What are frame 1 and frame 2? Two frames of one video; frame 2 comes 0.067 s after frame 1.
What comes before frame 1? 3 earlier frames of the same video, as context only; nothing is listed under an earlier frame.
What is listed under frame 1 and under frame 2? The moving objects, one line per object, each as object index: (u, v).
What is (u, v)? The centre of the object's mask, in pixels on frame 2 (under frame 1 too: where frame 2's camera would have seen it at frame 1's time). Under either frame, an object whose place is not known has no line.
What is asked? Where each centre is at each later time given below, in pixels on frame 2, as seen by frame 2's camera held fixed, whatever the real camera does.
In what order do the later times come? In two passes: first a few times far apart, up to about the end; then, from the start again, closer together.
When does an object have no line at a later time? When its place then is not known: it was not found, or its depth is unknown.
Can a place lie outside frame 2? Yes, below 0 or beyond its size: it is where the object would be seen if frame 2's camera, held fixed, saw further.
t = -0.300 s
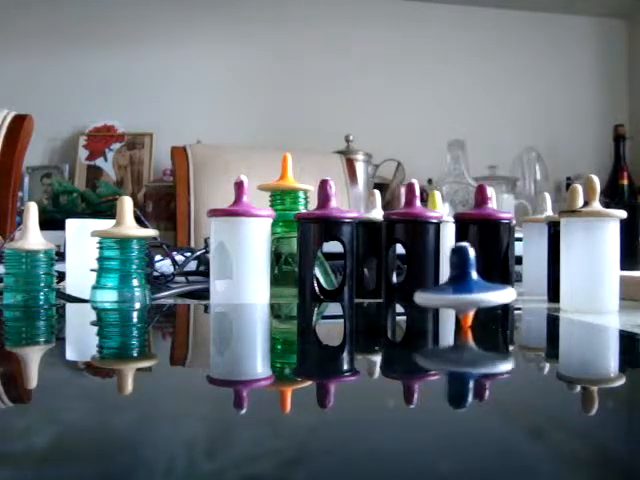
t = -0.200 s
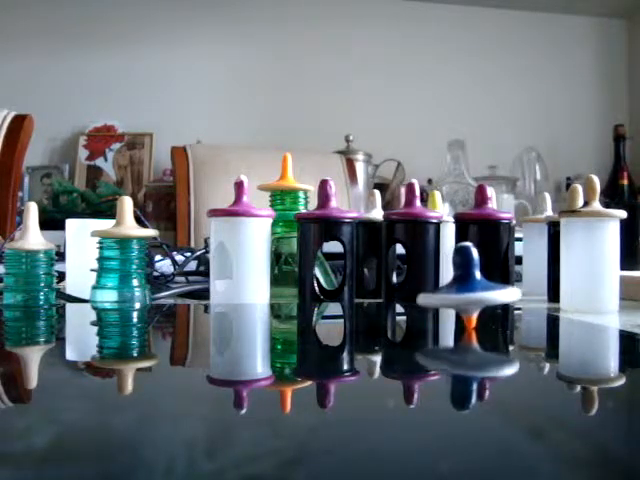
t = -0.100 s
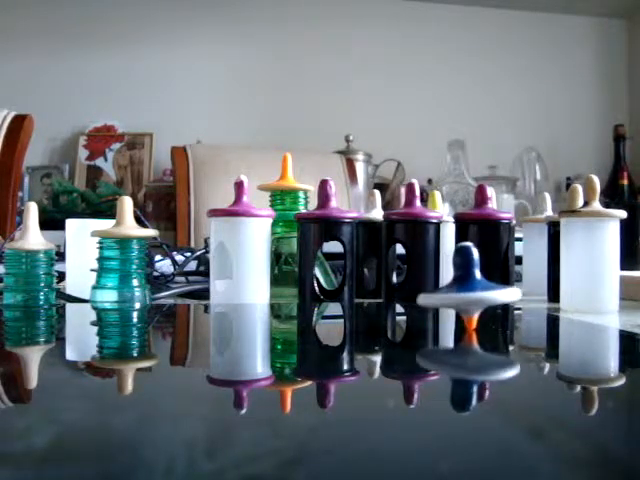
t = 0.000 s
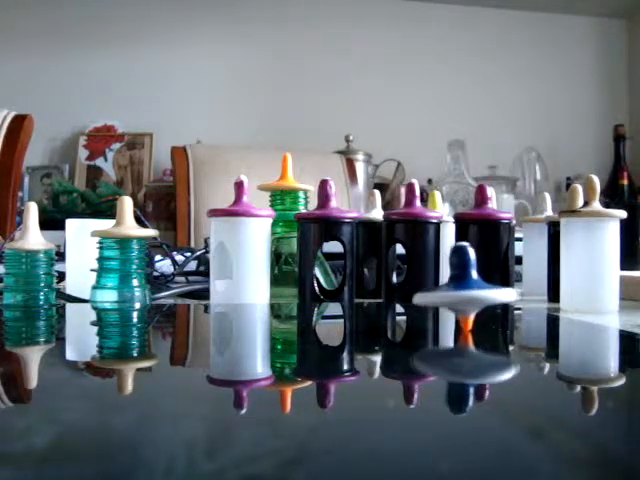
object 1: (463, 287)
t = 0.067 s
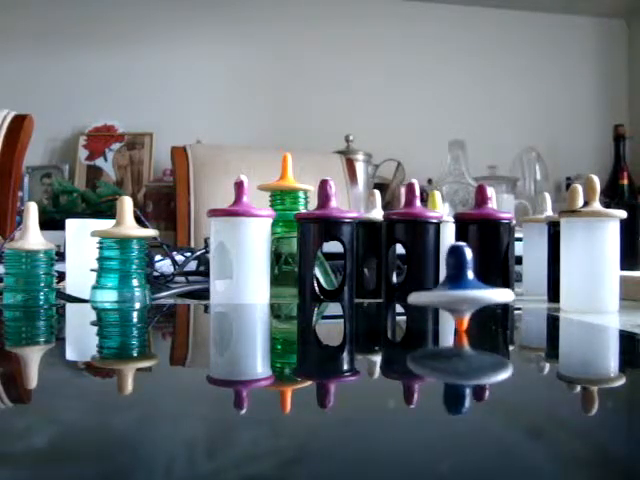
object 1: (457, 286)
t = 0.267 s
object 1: (442, 286)
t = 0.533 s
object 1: (435, 285)
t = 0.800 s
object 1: (450, 285)
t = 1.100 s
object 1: (468, 285)
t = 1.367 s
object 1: (461, 287)
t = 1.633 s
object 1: (441, 287)
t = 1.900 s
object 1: (438, 289)
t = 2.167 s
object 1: (457, 286)
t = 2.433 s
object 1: (467, 288)
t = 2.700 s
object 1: (455, 288)
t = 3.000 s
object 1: (439, 286)
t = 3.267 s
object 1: (449, 286)
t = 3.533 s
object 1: (465, 285)
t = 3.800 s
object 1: (463, 286)
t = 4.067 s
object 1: (446, 291)
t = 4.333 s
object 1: (445, 287)
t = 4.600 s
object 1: (459, 286)
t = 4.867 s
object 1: (464, 286)
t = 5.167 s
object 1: (451, 286)
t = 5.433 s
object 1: (445, 287)
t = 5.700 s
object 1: (457, 286)
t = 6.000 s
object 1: (463, 287)
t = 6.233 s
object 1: (453, 287)
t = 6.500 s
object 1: (447, 287)
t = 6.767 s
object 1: (458, 286)
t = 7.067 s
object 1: (463, 285)
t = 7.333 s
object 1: (453, 286)
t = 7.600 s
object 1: (450, 286)
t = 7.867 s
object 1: (460, 286)
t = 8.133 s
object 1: (463, 286)
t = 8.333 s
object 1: (456, 287)
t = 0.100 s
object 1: (456, 287)
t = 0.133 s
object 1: (455, 287)
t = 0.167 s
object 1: (451, 287)
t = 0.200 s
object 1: (448, 287)
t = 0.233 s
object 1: (442, 287)
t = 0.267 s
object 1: (442, 286)
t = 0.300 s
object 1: (440, 285)
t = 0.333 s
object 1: (439, 284)
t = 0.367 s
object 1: (437, 285)
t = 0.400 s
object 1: (436, 287)
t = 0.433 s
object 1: (436, 287)
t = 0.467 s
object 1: (436, 285)
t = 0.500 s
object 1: (435, 285)
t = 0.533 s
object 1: (435, 285)
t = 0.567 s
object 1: (436, 285)
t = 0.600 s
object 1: (437, 285)
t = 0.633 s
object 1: (439, 286)
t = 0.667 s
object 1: (440, 286)
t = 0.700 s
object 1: (442, 286)
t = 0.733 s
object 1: (444, 286)
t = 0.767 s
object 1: (447, 287)
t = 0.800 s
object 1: (450, 285)
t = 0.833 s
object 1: (452, 285)
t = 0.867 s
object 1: (456, 285)
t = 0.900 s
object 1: (458, 285)
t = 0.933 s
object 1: (460, 285)
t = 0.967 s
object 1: (462, 285)
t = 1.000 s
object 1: (464, 285)
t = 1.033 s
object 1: (466, 285)
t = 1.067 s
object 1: (468, 285)
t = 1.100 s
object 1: (468, 285)
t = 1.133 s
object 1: (469, 286)
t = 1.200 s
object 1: (469, 286)
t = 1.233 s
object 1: (468, 286)
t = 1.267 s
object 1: (467, 286)
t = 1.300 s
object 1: (465, 287)
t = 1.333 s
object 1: (463, 287)
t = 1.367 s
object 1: (461, 287)
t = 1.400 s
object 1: (459, 286)
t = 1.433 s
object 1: (456, 286)
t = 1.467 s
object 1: (454, 286)
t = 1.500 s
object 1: (451, 287)
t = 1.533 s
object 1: (448, 288)
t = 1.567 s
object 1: (445, 290)
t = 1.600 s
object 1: (443, 290)
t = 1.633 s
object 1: (441, 287)
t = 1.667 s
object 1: (439, 286)
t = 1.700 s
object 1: (438, 288)
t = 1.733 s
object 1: (438, 285)
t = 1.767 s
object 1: (437, 286)
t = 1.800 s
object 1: (437, 288)
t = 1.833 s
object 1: (437, 288)
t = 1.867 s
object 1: (437, 289)
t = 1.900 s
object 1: (438, 289)
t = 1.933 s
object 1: (439, 289)
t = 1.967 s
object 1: (442, 290)
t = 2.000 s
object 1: (445, 288)
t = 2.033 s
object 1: (447, 287)
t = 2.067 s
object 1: (449, 286)
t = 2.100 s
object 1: (452, 286)
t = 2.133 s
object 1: (454, 286)
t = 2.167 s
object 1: (457, 286)
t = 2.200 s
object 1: (459, 285)
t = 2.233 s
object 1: (462, 285)
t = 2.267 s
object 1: (463, 285)
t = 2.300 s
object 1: (464, 285)
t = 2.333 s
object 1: (465, 285)
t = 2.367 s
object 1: (467, 285)
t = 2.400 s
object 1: (467, 288)
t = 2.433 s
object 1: (467, 288)
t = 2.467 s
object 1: (467, 288)
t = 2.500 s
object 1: (466, 288)
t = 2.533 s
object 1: (465, 289)
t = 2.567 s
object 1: (464, 288)
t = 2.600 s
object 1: (462, 288)
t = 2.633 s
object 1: (459, 287)
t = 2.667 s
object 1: (457, 288)
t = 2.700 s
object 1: (455, 288)
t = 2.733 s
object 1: (453, 288)
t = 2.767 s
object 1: (451, 289)
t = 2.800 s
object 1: (448, 292)
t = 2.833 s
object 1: (446, 287)
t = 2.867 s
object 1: (444, 286)
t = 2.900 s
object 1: (442, 286)
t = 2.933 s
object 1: (441, 287)
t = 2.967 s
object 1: (440, 287)
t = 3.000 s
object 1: (439, 286)
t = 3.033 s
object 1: (439, 287)
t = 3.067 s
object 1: (440, 286)
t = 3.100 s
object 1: (441, 287)
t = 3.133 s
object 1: (441, 287)
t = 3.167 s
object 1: (442, 286)
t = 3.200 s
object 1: (444, 286)
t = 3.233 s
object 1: (446, 287)
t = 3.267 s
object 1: (449, 286)
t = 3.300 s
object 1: (450, 285)
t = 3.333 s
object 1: (453, 286)
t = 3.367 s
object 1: (456, 285)
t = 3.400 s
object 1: (458, 286)
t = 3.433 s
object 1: (461, 286)
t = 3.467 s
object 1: (462, 285)
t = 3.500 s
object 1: (464, 285)
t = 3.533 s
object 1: (465, 285)
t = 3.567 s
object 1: (466, 285)
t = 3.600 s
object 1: (466, 285)
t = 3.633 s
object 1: (467, 285)
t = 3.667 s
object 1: (467, 285)
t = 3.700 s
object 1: (466, 285)
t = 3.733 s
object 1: (466, 286)
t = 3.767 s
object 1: (464, 285)
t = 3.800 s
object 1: (463, 286)
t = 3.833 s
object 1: (460, 286)
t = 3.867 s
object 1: (459, 285)
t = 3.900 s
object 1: (457, 285)
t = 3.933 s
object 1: (454, 287)
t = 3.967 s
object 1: (453, 287)
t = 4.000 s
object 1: (451, 289)
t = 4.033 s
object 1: (449, 292)
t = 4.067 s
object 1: (446, 291)
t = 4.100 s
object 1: (444, 290)
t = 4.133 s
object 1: (444, 287)
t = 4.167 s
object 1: (443, 287)
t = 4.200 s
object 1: (443, 287)
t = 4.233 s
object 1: (442, 287)
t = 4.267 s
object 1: (443, 287)
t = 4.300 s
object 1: (443, 287)
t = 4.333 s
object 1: (445, 287)
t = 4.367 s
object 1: (445, 287)
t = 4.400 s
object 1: (447, 286)
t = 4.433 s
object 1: (448, 286)
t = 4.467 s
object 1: (451, 287)
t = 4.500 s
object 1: (452, 286)
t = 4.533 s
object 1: (455, 286)
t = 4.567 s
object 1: (457, 286)
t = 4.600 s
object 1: (459, 286)
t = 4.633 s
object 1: (461, 286)
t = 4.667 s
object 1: (462, 286)
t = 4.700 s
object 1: (463, 286)
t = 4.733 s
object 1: (464, 286)
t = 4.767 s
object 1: (465, 286)
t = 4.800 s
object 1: (465, 285)
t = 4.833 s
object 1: (465, 286)
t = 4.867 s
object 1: (464, 286)
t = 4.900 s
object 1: (464, 286)
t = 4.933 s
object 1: (463, 287)
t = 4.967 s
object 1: (461, 287)
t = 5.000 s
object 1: (459, 287)
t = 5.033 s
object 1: (458, 287)
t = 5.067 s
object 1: (456, 287)
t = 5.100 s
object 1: (454, 286)
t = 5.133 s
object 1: (452, 286)
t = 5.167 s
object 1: (451, 286)
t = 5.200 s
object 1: (449, 286)
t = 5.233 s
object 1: (448, 286)
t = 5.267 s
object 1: (446, 287)
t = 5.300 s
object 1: (446, 287)
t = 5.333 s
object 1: (445, 287)
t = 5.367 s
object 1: (445, 286)
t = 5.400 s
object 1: (445, 286)
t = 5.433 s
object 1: (445, 287)
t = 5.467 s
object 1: (446, 287)
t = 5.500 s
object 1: (447, 286)
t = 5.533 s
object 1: (448, 286)
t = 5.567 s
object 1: (449, 286)
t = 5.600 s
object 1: (452, 286)
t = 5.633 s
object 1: (453, 286)
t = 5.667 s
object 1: (455, 286)
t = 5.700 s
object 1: (457, 286)
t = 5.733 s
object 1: (459, 286)
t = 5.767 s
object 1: (461, 286)
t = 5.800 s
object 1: (462, 286)
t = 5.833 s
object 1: (463, 286)
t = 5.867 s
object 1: (463, 286)
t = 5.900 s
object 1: (464, 285)
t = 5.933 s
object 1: (464, 286)
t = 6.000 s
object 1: (463, 287)
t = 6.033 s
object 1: (462, 286)
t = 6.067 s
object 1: (461, 287)
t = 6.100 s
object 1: (460, 287)
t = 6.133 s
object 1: (458, 288)
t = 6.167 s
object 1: (457, 286)
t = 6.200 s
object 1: (455, 286)
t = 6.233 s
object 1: (453, 287)
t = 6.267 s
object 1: (452, 286)
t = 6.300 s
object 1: (451, 288)
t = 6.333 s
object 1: (449, 288)
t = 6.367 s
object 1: (448, 288)
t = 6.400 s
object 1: (448, 289)
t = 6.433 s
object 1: (447, 291)
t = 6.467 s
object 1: (447, 286)
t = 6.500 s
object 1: (447, 287)
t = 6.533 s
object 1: (448, 287)
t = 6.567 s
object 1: (448, 286)
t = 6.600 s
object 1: (449, 286)
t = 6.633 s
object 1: (451, 287)
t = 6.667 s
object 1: (453, 286)
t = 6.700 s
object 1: (454, 286)
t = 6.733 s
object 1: (456, 286)
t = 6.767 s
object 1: (458, 286)
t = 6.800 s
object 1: (459, 286)
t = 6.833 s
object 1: (460, 286)
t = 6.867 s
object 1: (461, 286)
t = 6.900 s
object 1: (462, 286)
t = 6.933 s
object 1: (463, 285)
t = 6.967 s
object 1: (464, 285)
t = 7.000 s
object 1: (464, 285)
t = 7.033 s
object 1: (464, 285)
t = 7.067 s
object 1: (463, 285)
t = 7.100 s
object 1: (462, 285)
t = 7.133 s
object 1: (462, 286)
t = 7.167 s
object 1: (460, 286)
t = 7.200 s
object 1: (459, 285)
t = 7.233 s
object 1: (457, 285)
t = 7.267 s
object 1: (456, 286)
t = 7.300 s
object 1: (454, 286)
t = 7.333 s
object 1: (453, 286)
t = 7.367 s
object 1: (451, 286)
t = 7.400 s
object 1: (451, 286)
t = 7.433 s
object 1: (450, 286)
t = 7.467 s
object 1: (450, 286)
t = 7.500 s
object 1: (449, 286)
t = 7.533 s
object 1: (449, 286)
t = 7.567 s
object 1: (450, 286)
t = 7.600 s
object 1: (450, 286)
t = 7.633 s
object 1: (451, 286)
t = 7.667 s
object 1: (452, 286)
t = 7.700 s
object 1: (453, 286)
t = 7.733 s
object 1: (455, 286)
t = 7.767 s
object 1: (457, 286)
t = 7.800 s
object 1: (458, 286)
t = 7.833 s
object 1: (459, 286)
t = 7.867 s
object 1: (460, 286)
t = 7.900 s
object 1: (462, 286)
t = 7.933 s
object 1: (463, 286)
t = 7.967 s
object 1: (463, 285)
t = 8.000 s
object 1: (464, 286)
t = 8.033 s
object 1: (464, 286)
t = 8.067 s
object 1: (464, 286)
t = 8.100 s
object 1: (463, 286)
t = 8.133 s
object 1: (463, 286)
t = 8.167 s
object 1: (462, 287)
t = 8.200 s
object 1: (460, 286)
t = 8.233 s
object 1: (459, 286)
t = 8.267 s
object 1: (458, 286)
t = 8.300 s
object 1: (457, 287)
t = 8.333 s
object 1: (456, 287)
